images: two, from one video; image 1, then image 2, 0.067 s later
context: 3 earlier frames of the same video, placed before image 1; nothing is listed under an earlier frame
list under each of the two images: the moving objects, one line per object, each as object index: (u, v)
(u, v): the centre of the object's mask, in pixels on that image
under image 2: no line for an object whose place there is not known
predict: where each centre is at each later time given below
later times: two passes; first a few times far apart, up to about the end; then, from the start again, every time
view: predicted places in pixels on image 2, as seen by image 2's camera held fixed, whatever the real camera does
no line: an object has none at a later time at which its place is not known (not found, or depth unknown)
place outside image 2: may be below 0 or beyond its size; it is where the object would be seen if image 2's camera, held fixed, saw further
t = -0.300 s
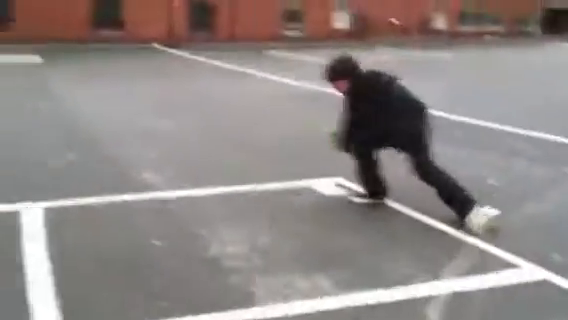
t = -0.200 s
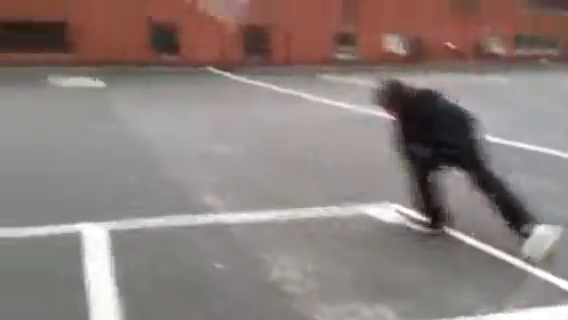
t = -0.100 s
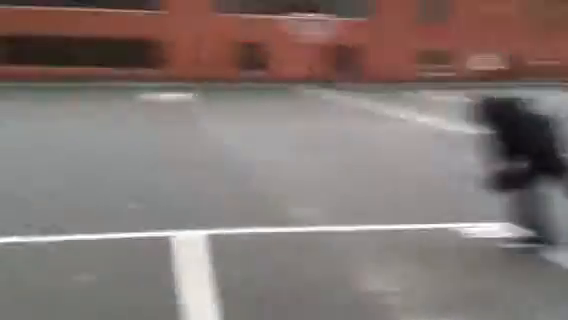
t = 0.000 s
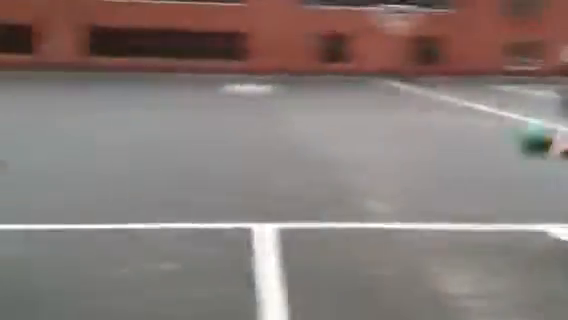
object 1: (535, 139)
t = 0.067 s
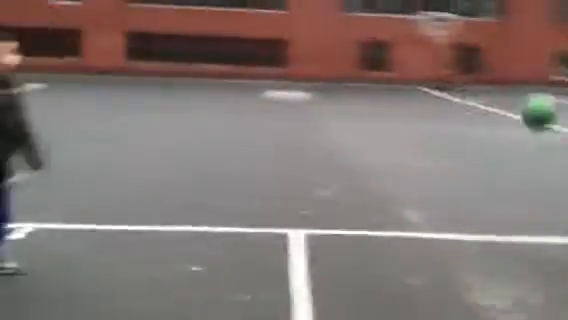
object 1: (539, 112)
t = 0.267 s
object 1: (427, 32)
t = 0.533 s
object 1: (269, 19)
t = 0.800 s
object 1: (114, 108)
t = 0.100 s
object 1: (521, 96)
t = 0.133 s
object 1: (503, 80)
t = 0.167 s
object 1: (484, 64)
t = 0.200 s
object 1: (468, 54)
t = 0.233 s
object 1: (448, 41)
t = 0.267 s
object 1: (427, 32)
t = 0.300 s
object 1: (409, 24)
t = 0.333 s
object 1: (390, 17)
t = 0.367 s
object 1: (369, 13)
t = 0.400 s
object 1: (349, 9)
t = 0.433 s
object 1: (330, 10)
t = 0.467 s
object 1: (309, 13)
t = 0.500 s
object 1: (288, 16)
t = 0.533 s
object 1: (269, 19)
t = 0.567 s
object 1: (251, 21)
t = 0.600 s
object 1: (232, 25)
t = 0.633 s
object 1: (212, 34)
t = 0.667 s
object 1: (191, 48)
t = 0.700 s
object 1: (171, 60)
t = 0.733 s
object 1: (152, 75)
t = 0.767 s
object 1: (134, 92)
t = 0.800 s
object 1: (114, 108)
